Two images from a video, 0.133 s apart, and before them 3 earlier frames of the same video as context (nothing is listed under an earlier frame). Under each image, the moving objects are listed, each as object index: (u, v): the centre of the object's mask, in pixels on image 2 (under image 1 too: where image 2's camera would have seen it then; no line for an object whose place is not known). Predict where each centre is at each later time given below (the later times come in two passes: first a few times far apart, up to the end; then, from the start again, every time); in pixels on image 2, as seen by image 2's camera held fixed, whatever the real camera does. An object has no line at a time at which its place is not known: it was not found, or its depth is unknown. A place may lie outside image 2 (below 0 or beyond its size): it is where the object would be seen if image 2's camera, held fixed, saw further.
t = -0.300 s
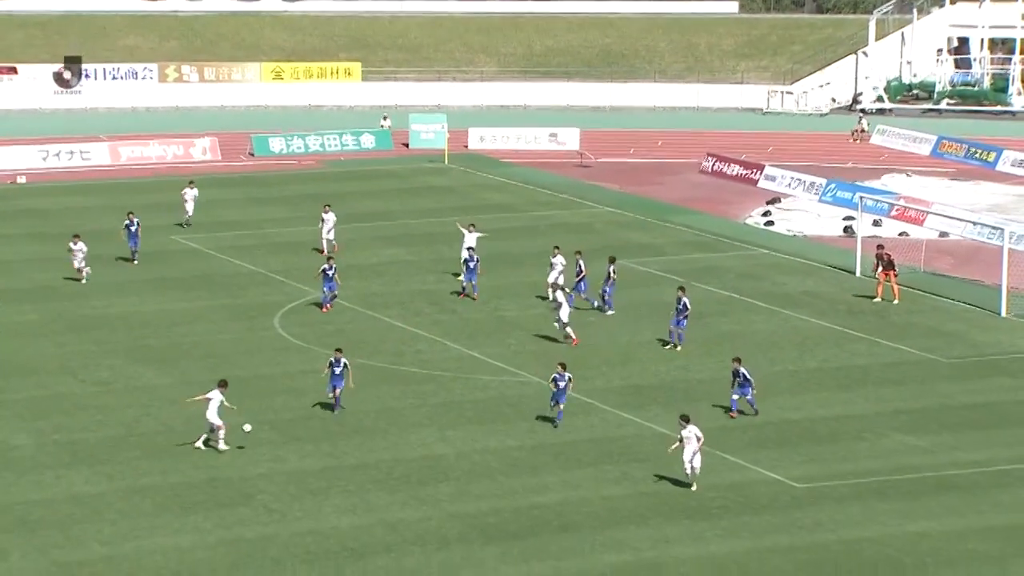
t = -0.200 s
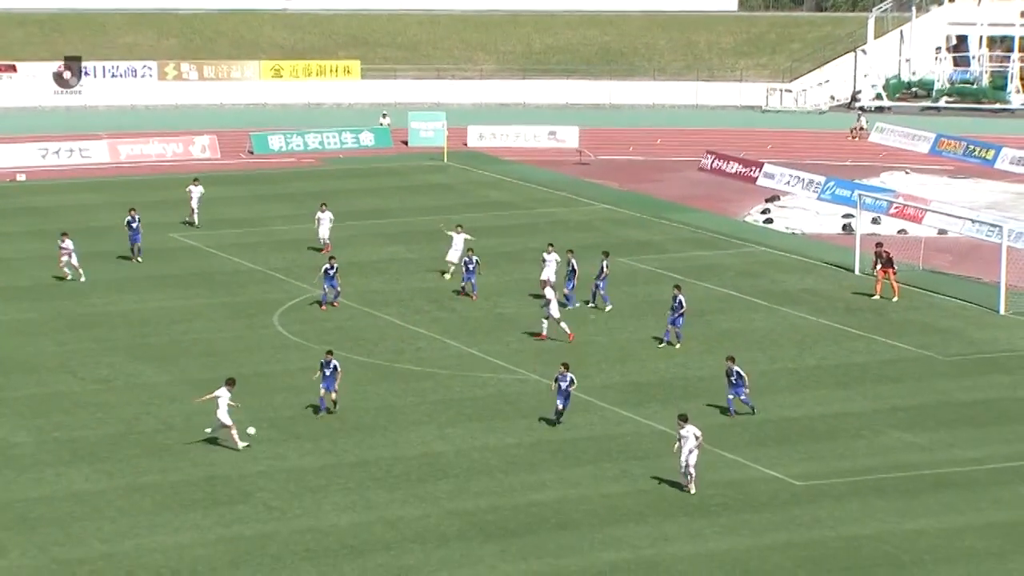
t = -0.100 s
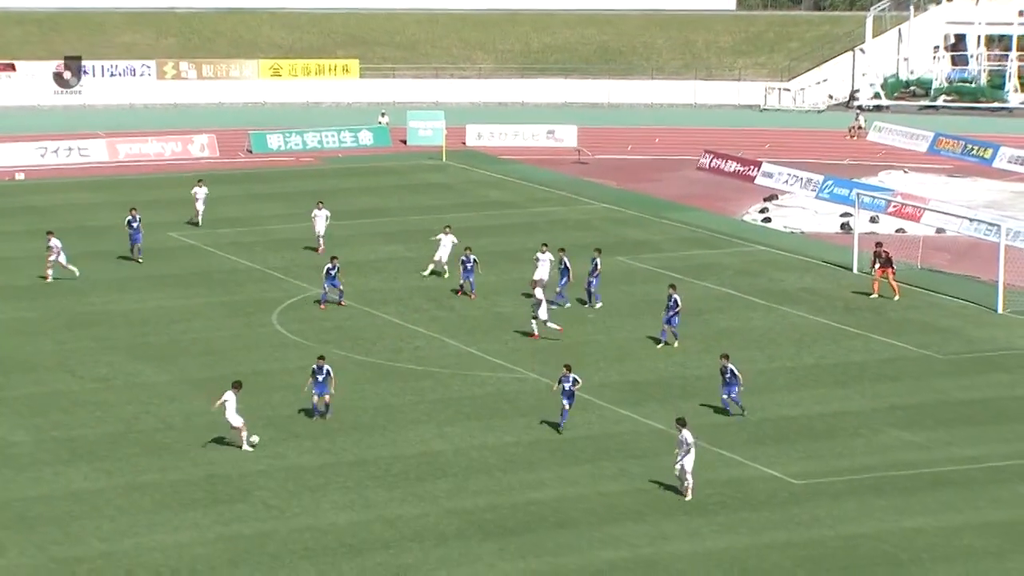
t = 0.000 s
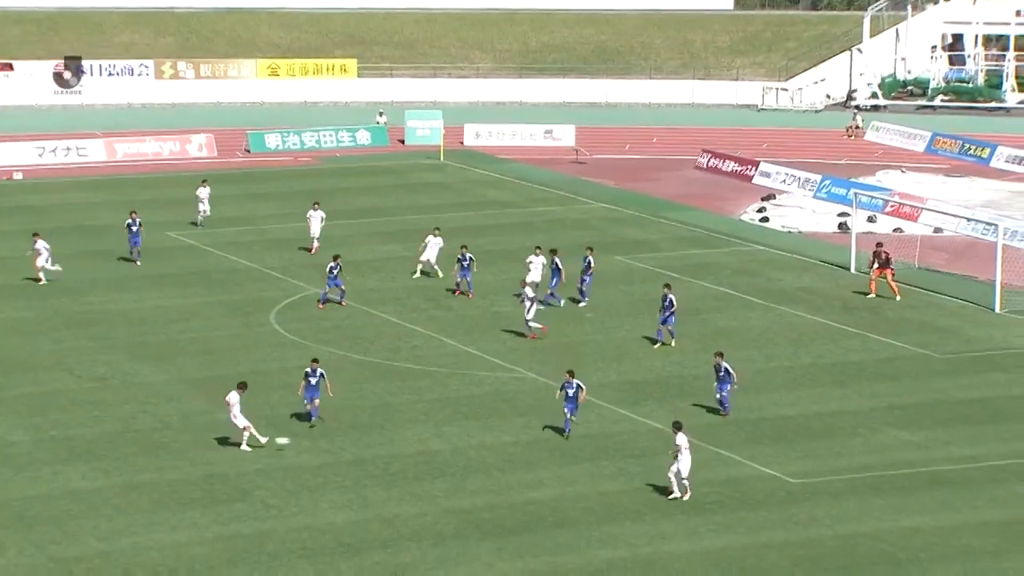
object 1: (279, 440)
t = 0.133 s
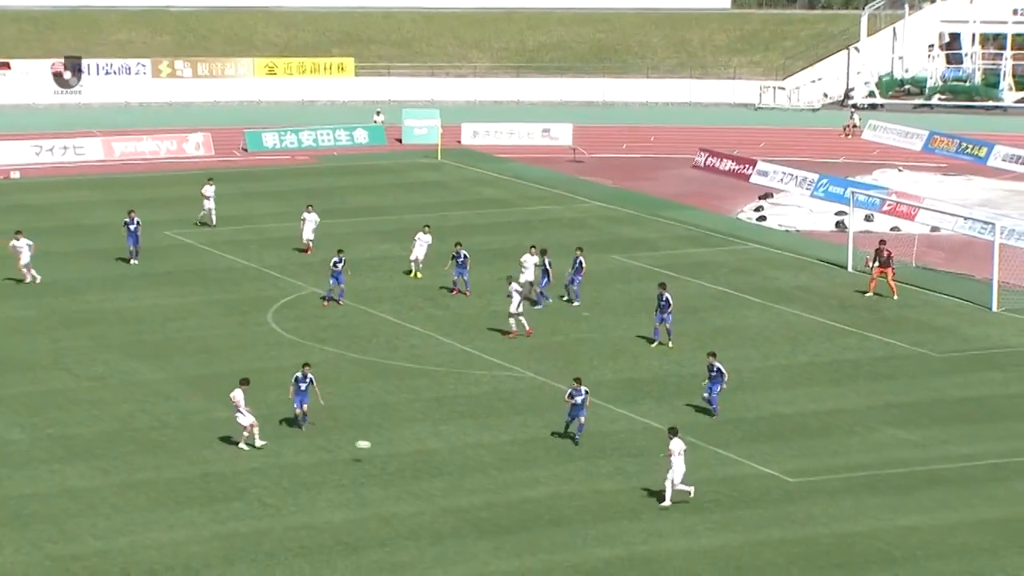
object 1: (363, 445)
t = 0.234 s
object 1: (425, 452)
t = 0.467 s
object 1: (568, 486)
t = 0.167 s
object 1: (383, 447)
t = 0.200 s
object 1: (404, 449)
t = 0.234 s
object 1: (425, 452)
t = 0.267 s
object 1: (445, 456)
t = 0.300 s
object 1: (465, 460)
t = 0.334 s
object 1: (486, 464)
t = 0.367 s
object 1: (506, 469)
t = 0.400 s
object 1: (527, 474)
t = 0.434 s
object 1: (548, 480)
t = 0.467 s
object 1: (568, 486)
